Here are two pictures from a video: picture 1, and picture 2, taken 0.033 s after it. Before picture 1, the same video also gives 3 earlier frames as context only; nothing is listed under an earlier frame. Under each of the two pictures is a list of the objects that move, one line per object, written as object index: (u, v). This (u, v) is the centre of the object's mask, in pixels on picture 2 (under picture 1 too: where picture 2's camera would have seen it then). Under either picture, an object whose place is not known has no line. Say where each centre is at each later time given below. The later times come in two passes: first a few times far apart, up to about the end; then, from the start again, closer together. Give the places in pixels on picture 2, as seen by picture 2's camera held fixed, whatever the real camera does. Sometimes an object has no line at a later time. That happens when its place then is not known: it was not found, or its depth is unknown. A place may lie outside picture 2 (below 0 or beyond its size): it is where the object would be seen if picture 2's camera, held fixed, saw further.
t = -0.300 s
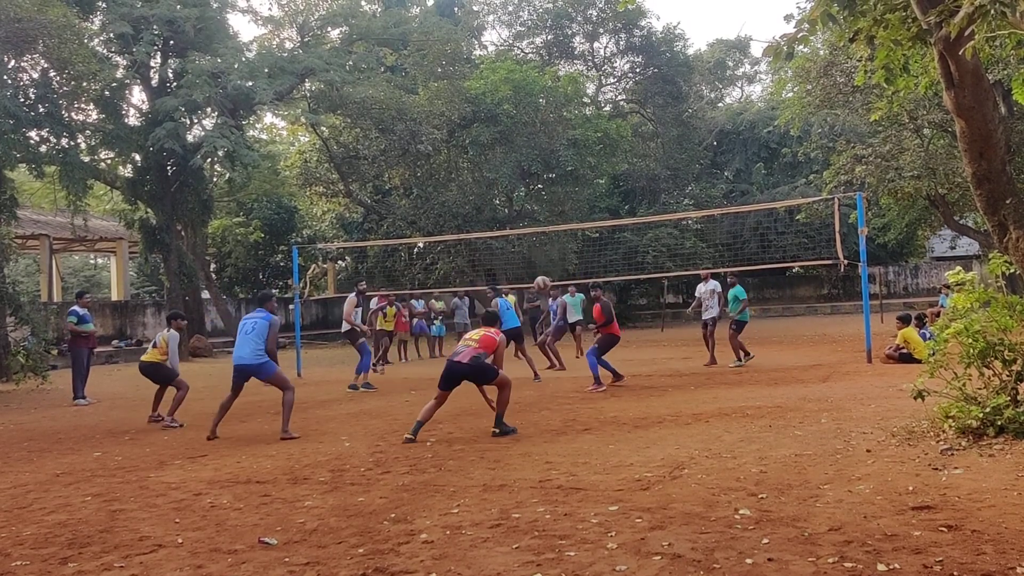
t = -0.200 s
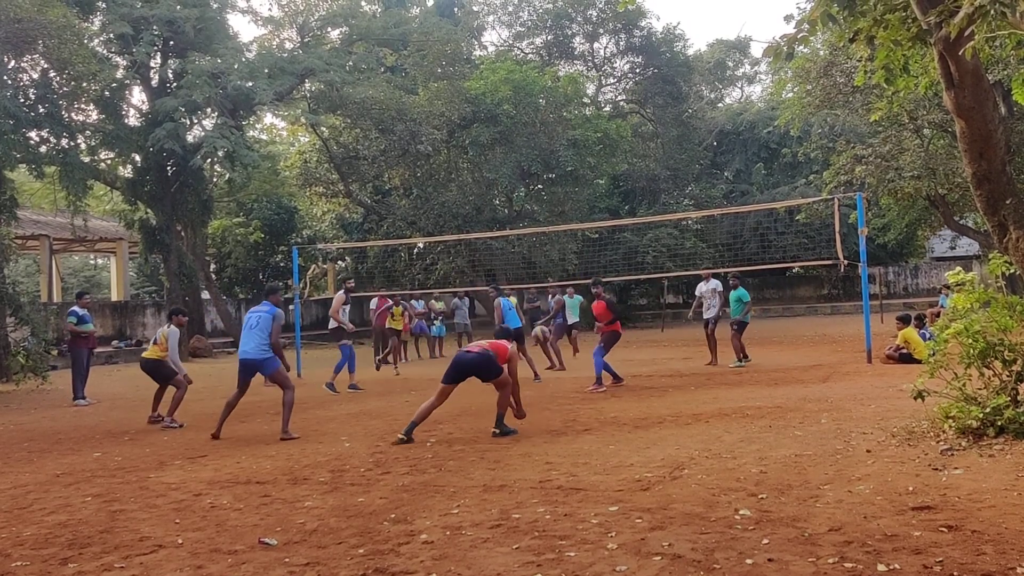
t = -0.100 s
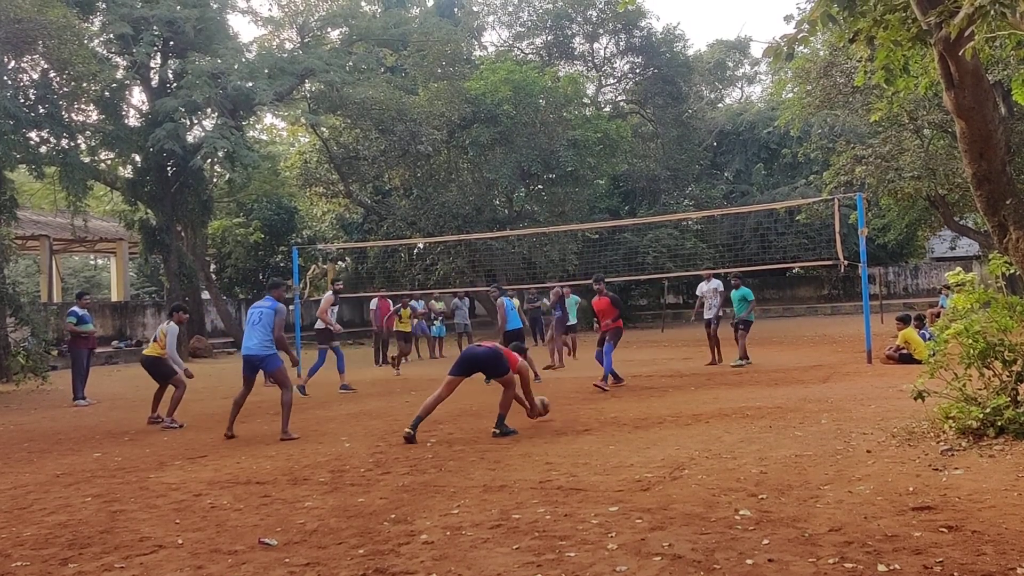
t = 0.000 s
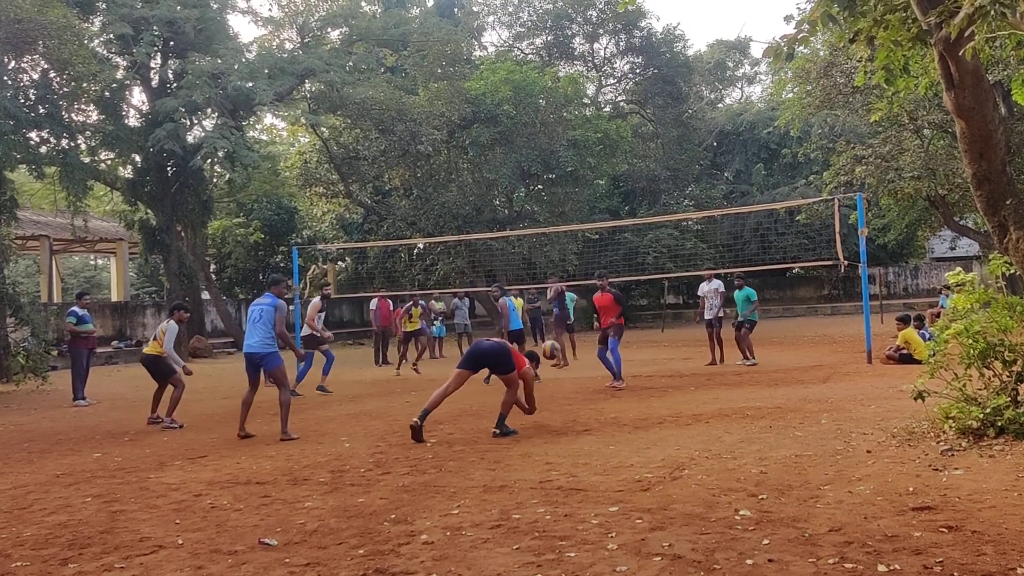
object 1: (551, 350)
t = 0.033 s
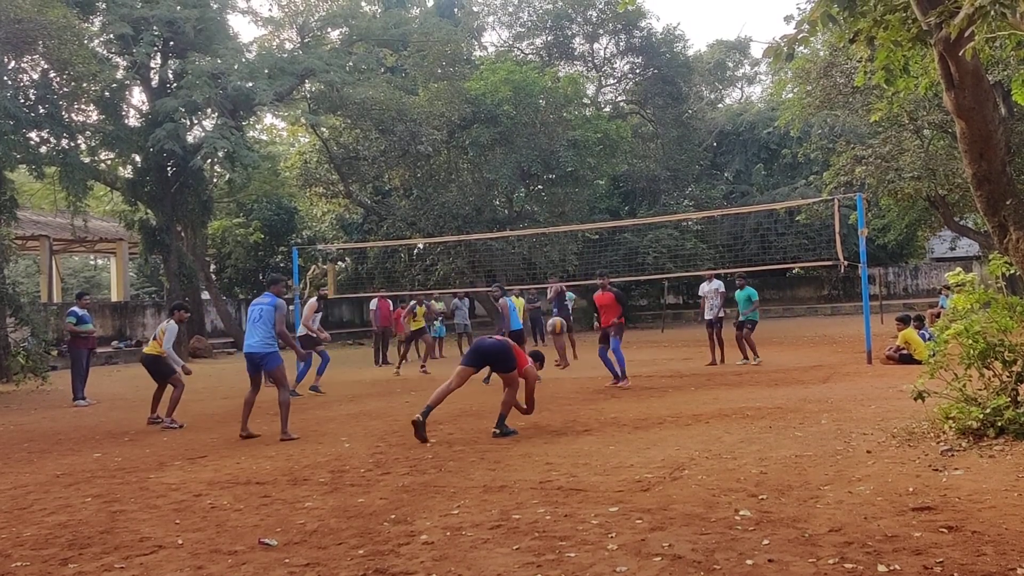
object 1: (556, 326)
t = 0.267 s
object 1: (597, 192)
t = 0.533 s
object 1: (643, 108)
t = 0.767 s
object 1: (682, 85)
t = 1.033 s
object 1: (728, 119)
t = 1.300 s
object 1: (776, 207)
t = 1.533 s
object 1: (818, 325)
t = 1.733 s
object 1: (844, 342)
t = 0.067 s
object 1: (563, 302)
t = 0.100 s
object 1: (568, 283)
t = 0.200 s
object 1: (585, 225)
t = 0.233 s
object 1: (591, 209)
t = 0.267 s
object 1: (597, 192)
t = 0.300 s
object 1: (602, 179)
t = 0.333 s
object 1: (608, 166)
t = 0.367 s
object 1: (614, 154)
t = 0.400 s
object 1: (620, 142)
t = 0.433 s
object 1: (625, 132)
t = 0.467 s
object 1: (631, 123)
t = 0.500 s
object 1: (637, 115)
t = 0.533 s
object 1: (643, 108)
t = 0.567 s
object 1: (648, 102)
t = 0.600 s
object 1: (654, 97)
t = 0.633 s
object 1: (659, 93)
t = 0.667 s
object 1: (665, 89)
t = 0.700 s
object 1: (671, 87)
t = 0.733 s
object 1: (677, 85)
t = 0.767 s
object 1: (682, 85)
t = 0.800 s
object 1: (688, 86)
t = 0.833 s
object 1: (694, 89)
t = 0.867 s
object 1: (699, 92)
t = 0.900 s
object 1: (705, 95)
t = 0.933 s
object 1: (710, 100)
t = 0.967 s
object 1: (717, 105)
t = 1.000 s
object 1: (722, 111)
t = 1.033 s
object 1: (728, 119)
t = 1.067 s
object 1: (734, 126)
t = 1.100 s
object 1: (740, 136)
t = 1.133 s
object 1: (746, 145)
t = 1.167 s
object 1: (752, 156)
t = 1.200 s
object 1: (758, 168)
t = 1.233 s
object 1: (764, 180)
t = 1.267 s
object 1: (769, 193)
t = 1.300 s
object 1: (776, 207)
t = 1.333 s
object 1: (782, 221)
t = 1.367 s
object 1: (788, 237)
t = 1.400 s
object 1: (794, 254)
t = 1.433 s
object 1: (800, 270)
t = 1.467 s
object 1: (806, 288)
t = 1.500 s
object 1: (812, 306)
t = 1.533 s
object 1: (818, 325)
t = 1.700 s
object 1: (843, 355)
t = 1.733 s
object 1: (844, 342)
